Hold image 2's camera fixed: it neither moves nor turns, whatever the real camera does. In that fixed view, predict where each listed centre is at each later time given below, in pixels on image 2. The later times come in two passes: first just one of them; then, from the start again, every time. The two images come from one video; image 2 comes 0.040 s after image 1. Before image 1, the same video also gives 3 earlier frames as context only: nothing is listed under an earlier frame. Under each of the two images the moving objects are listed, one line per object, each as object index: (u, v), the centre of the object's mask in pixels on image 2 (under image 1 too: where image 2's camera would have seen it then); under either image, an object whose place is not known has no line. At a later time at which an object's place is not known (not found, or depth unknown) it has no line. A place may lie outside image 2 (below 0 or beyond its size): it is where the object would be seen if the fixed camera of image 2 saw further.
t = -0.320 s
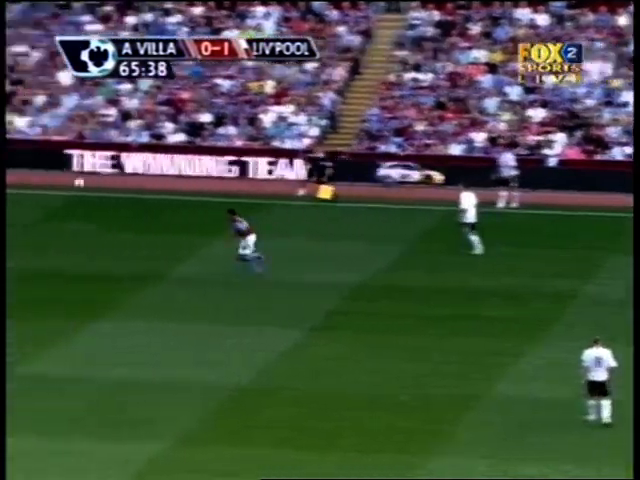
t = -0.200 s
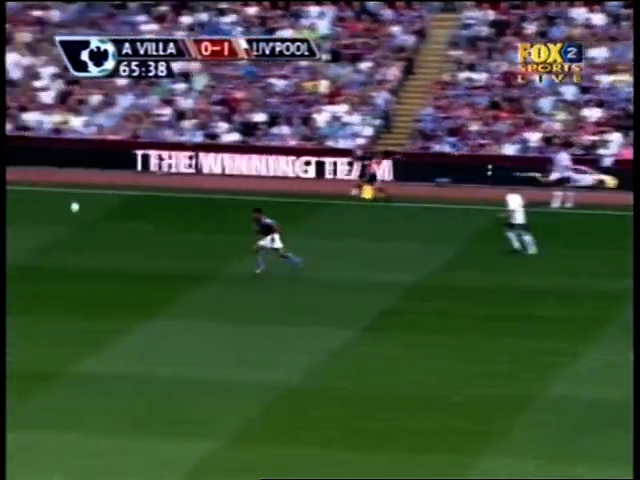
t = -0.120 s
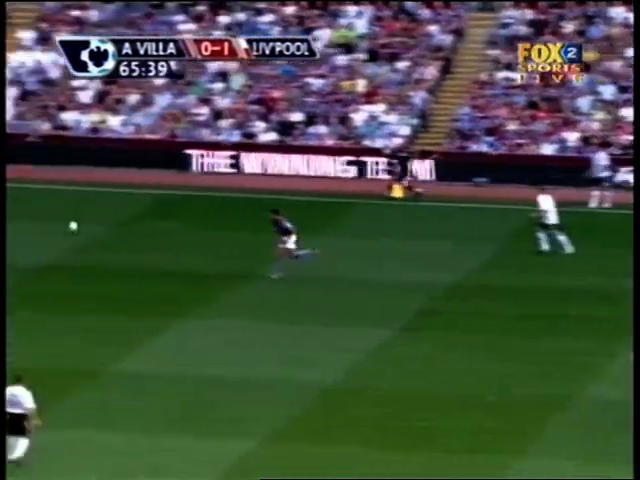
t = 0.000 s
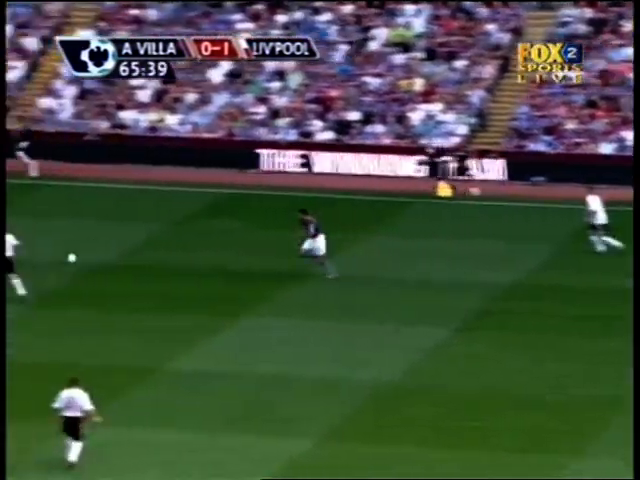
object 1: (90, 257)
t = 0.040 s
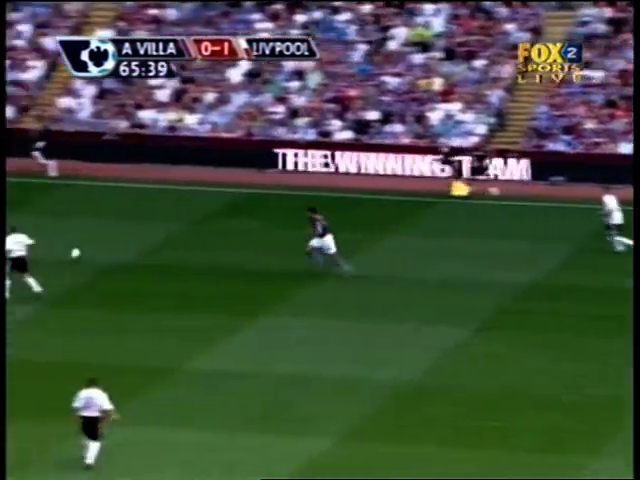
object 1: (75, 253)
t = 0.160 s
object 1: (28, 237)
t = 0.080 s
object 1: (59, 247)
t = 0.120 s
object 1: (43, 242)
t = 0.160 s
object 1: (28, 237)
